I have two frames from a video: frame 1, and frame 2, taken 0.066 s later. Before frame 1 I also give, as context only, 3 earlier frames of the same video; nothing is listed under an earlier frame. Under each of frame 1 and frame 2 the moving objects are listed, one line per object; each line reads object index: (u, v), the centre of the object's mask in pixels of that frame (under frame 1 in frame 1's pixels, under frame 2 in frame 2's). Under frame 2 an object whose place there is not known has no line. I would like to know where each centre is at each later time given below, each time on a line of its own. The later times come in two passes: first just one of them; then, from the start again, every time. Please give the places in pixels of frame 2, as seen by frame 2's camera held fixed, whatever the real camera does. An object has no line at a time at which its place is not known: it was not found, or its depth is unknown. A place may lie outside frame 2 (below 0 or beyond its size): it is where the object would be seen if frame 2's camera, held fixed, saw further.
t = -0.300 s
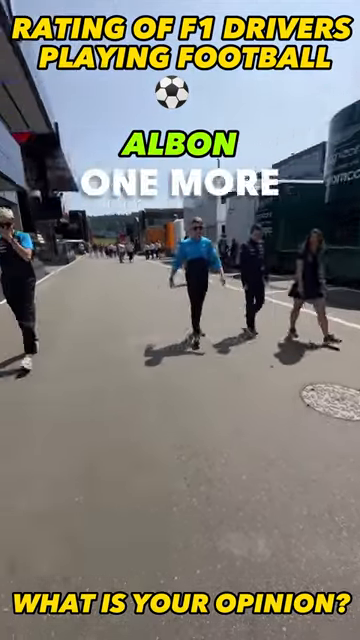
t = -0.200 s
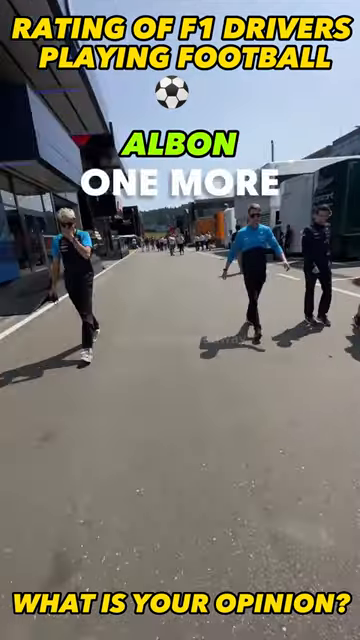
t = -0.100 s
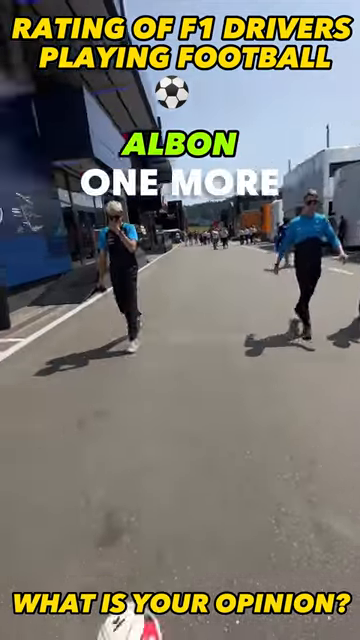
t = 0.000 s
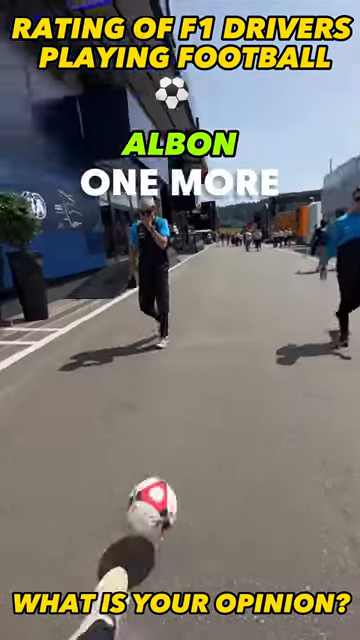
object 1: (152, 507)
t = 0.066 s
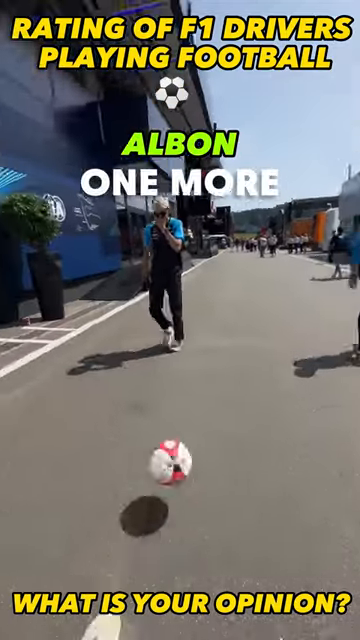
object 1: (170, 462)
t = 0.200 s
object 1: (188, 430)
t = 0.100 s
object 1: (175, 450)
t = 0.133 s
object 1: (181, 440)
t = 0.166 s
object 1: (184, 434)
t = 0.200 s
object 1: (188, 430)
